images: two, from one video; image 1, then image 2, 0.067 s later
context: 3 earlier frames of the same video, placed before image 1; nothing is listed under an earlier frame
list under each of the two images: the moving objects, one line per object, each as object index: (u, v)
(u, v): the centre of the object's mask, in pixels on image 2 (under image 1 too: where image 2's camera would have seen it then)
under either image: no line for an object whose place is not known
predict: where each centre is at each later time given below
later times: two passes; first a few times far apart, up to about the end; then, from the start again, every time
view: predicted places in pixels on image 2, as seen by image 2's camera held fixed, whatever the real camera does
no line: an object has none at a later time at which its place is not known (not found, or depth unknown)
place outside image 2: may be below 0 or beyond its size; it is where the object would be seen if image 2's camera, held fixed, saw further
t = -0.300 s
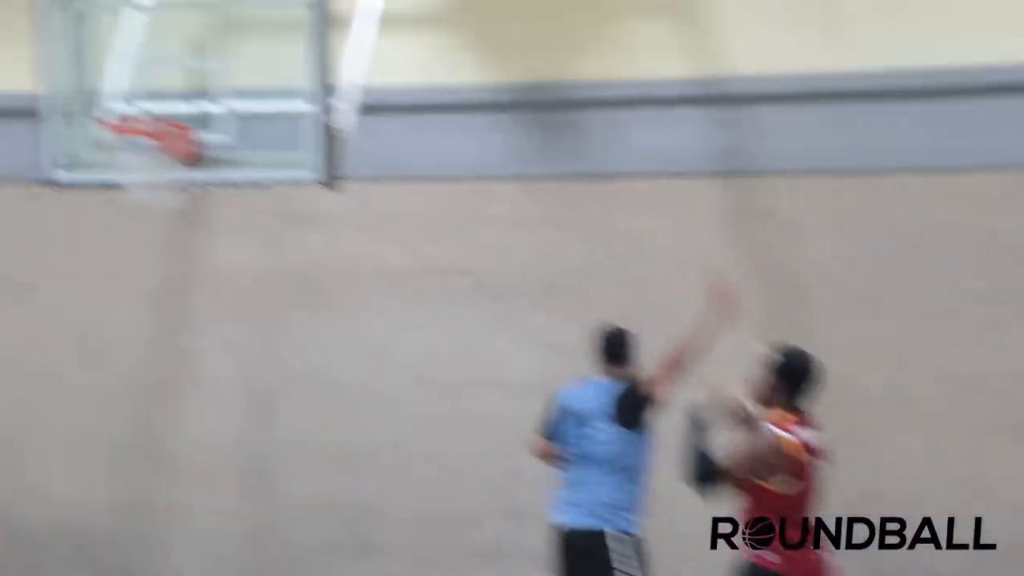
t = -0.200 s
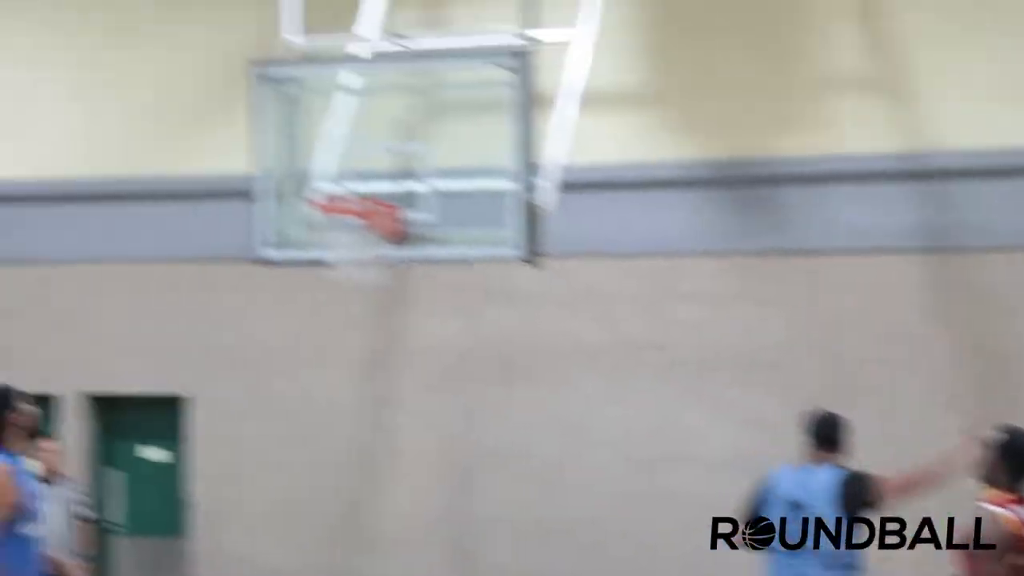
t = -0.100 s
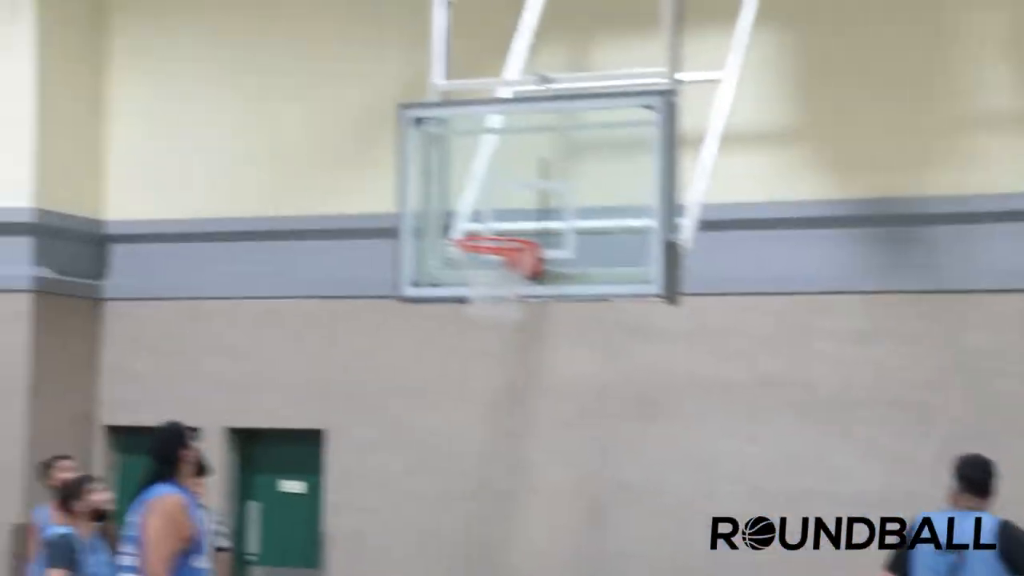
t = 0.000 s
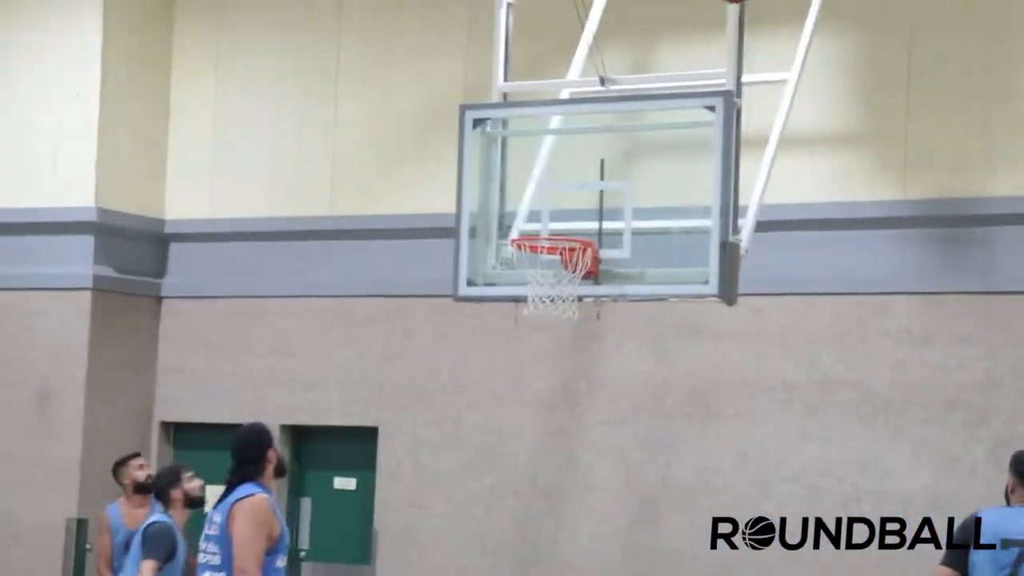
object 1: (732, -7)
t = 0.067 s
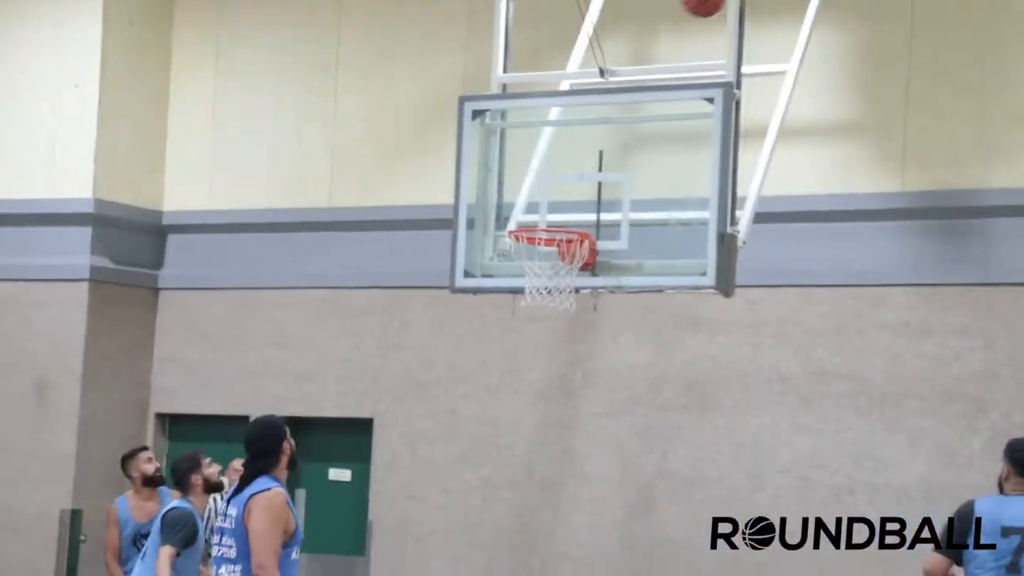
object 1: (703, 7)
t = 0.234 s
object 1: (625, 83)
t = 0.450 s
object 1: (531, 252)
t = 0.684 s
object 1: (518, 323)
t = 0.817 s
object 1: (511, 396)
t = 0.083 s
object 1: (696, 11)
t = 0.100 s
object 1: (687, 16)
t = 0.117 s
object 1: (679, 22)
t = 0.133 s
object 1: (671, 27)
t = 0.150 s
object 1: (664, 33)
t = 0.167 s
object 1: (656, 41)
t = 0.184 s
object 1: (648, 51)
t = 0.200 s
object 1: (641, 61)
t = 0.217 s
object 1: (633, 71)
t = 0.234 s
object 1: (625, 83)
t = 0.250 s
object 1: (618, 94)
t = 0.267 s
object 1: (610, 106)
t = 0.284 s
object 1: (603, 115)
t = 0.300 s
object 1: (596, 129)
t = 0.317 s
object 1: (588, 141)
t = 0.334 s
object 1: (580, 154)
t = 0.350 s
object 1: (573, 167)
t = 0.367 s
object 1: (566, 180)
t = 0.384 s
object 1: (559, 194)
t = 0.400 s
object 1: (551, 208)
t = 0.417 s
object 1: (545, 217)
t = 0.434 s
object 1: (538, 239)
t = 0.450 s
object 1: (531, 252)
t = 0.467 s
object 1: (527, 261)
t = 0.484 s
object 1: (525, 266)
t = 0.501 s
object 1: (533, 279)
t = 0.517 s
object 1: (526, 279)
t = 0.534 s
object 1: (524, 279)
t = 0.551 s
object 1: (523, 280)
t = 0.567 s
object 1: (523, 284)
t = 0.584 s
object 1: (522, 288)
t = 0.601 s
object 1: (522, 293)
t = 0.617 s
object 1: (522, 298)
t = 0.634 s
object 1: (521, 304)
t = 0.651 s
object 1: (521, 310)
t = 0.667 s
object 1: (518, 317)
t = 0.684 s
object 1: (518, 323)
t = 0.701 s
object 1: (516, 331)
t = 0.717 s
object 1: (515, 339)
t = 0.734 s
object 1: (515, 347)
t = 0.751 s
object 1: (514, 356)
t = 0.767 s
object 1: (513, 365)
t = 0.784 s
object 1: (513, 375)
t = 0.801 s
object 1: (512, 385)
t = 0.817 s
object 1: (511, 396)
